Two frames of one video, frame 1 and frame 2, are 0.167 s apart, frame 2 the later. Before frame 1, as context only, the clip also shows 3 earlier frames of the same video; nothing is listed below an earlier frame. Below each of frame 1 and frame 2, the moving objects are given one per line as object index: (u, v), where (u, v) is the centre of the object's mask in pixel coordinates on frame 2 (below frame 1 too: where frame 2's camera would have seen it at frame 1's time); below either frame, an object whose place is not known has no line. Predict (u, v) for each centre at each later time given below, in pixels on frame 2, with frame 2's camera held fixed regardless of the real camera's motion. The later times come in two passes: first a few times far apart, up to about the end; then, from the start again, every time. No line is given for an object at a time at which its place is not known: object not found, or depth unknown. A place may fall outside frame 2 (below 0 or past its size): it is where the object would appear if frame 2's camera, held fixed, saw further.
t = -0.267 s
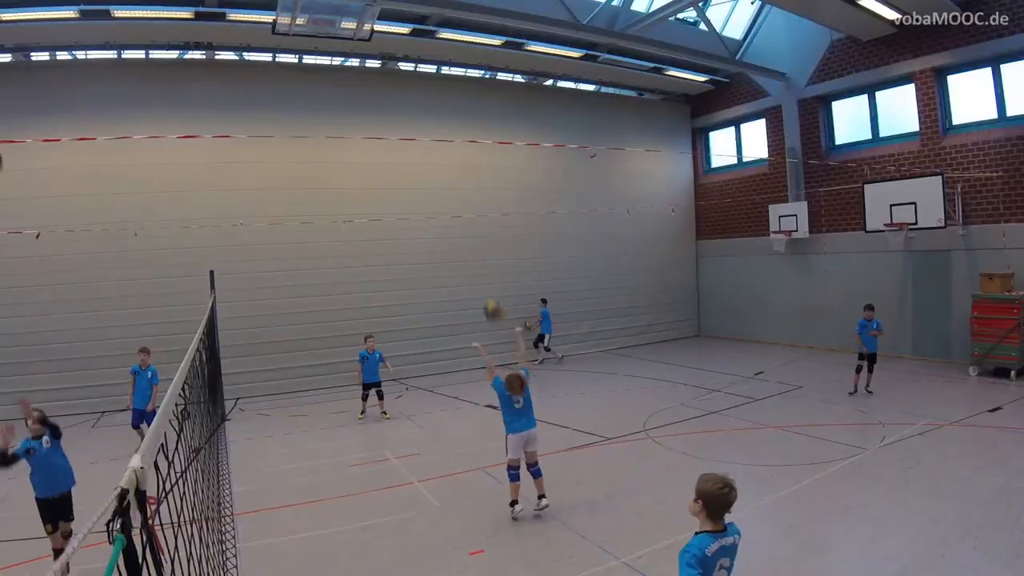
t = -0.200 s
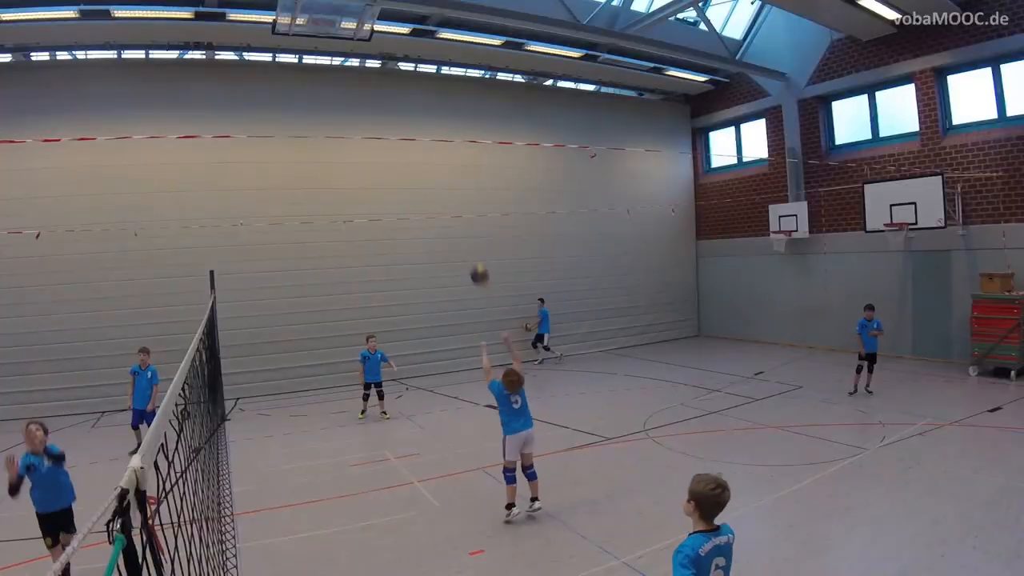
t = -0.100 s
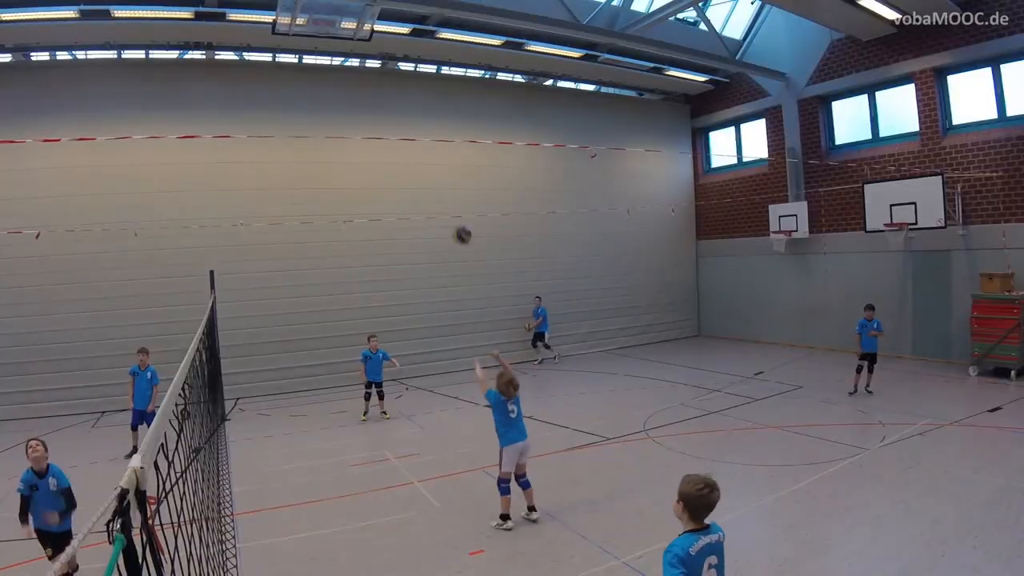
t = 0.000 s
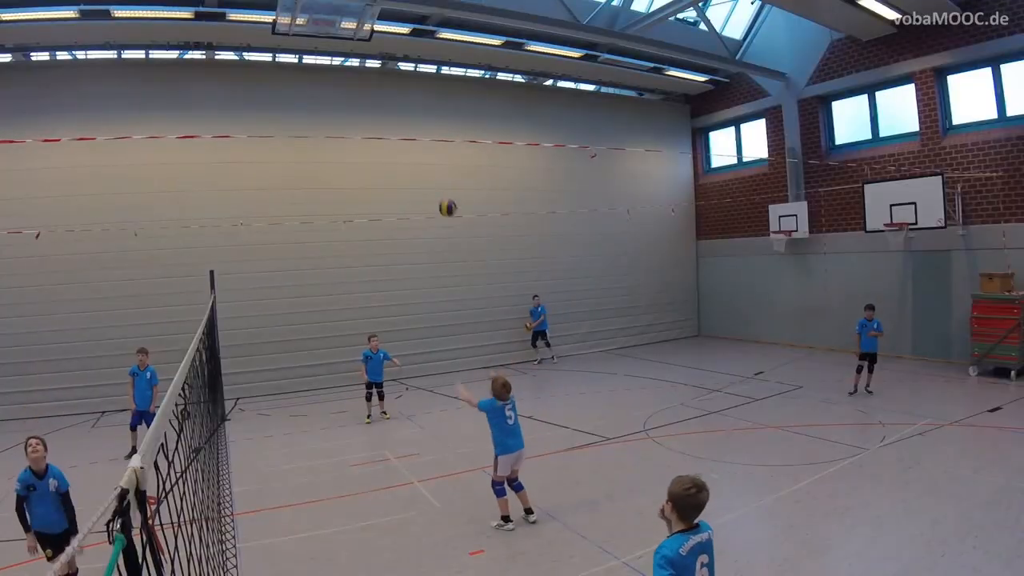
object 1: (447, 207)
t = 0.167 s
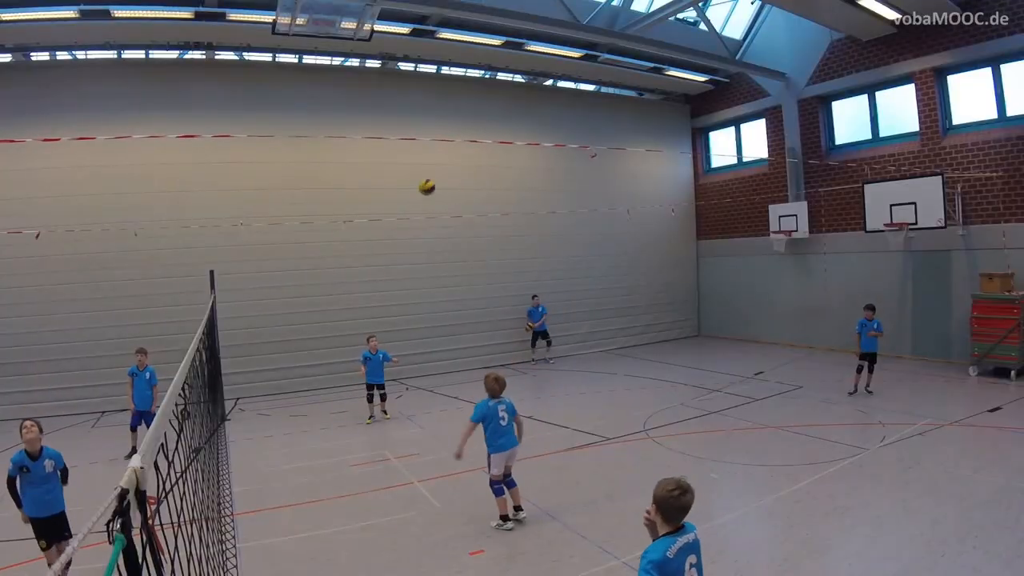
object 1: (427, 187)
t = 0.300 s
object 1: (413, 187)
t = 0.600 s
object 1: (389, 230)
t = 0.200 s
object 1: (423, 186)
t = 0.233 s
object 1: (420, 186)
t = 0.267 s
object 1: (416, 186)
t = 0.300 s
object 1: (413, 187)
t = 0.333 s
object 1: (410, 189)
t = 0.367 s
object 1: (407, 192)
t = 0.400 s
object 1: (404, 196)
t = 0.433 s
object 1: (401, 200)
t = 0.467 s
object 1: (399, 205)
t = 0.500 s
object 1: (396, 210)
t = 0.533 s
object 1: (394, 216)
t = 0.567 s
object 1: (392, 222)
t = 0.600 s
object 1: (389, 230)
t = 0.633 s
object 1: (387, 237)
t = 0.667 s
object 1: (386, 245)
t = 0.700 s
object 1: (383, 254)
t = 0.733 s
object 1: (381, 262)
